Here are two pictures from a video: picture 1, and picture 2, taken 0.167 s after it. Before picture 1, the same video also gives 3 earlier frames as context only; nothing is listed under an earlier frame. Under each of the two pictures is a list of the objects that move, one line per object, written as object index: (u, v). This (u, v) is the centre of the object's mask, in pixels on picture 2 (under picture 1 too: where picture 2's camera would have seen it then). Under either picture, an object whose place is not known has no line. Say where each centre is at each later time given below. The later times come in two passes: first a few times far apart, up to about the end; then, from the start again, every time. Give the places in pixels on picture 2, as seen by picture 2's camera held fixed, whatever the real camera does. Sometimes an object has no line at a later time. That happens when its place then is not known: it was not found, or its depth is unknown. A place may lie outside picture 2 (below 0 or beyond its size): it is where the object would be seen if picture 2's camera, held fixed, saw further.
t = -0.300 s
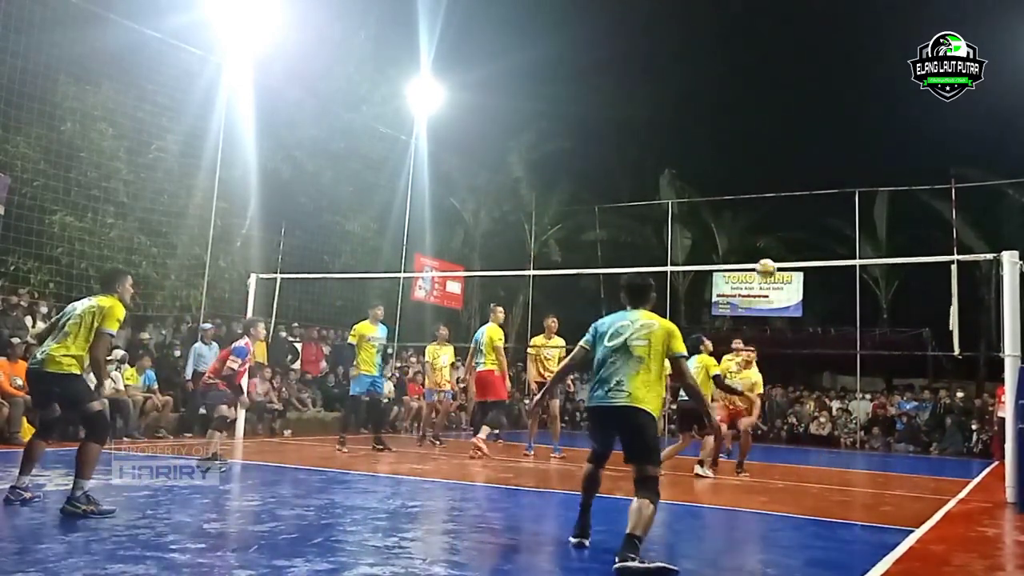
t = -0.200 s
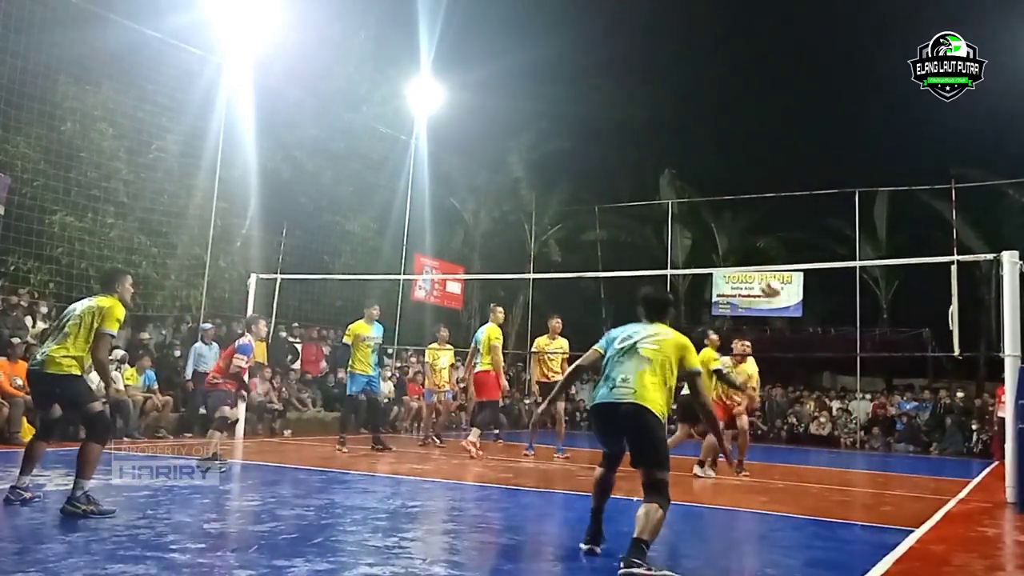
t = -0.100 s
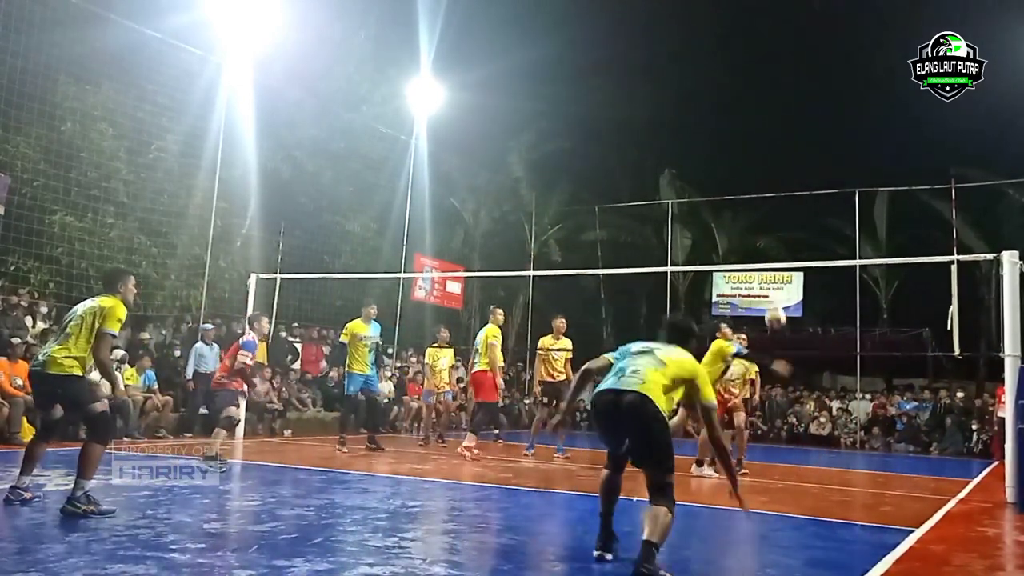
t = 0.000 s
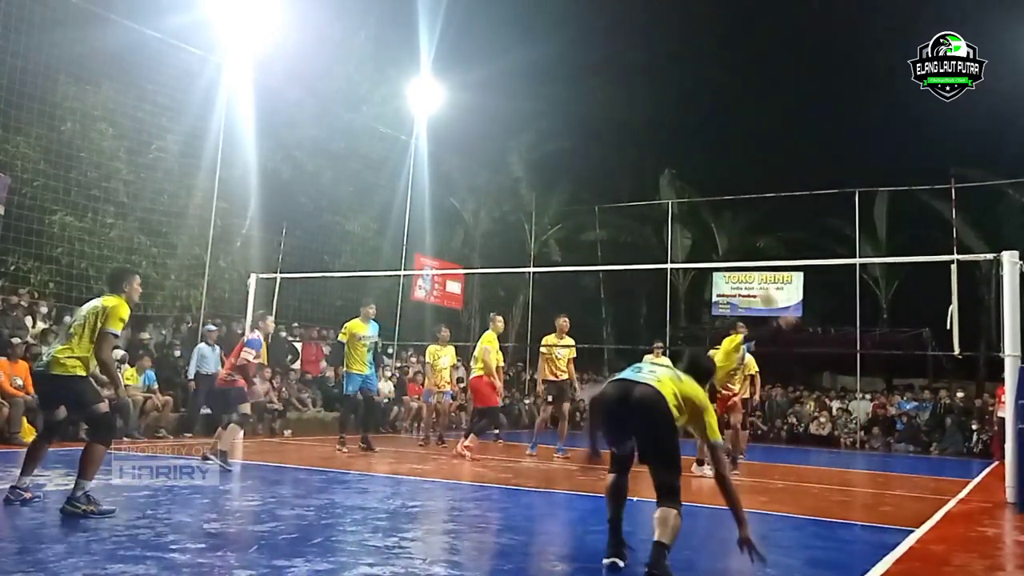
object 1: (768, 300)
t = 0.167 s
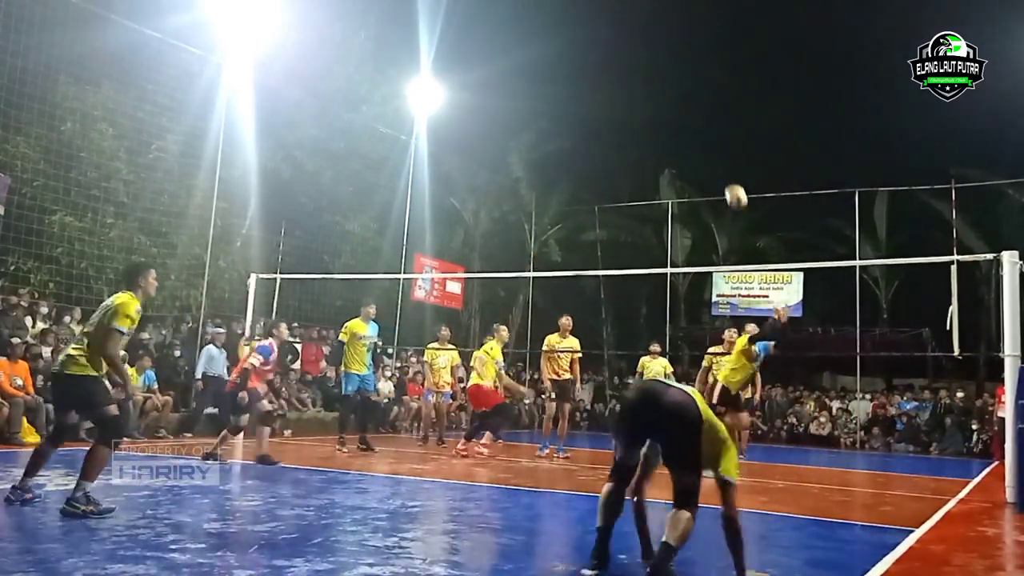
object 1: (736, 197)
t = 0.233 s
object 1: (724, 165)
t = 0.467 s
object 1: (682, 85)
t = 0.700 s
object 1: (642, 54)
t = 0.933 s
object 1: (604, 65)
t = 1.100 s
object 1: (576, 99)
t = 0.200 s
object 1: (730, 180)
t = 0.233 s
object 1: (724, 165)
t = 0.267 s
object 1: (718, 150)
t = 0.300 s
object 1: (712, 137)
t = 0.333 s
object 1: (705, 125)
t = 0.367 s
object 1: (700, 113)
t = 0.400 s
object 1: (694, 102)
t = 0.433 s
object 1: (688, 93)
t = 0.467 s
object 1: (682, 85)
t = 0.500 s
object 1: (676, 78)
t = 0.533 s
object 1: (671, 72)
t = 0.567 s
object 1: (665, 66)
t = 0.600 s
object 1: (659, 62)
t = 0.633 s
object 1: (654, 58)
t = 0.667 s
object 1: (648, 56)
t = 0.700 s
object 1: (642, 54)
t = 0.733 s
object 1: (637, 53)
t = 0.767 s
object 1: (631, 52)
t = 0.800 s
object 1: (626, 54)
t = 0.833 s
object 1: (621, 55)
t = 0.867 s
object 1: (615, 58)
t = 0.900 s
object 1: (609, 61)
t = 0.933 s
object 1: (604, 65)
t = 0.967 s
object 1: (598, 70)
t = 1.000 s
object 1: (593, 76)
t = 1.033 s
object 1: (587, 83)
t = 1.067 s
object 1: (582, 90)
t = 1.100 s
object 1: (576, 99)
